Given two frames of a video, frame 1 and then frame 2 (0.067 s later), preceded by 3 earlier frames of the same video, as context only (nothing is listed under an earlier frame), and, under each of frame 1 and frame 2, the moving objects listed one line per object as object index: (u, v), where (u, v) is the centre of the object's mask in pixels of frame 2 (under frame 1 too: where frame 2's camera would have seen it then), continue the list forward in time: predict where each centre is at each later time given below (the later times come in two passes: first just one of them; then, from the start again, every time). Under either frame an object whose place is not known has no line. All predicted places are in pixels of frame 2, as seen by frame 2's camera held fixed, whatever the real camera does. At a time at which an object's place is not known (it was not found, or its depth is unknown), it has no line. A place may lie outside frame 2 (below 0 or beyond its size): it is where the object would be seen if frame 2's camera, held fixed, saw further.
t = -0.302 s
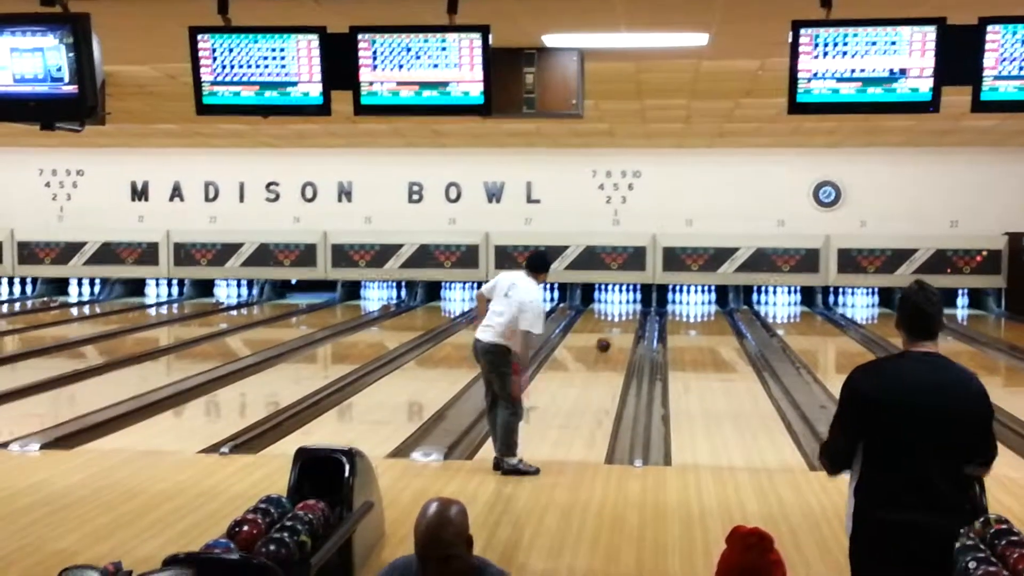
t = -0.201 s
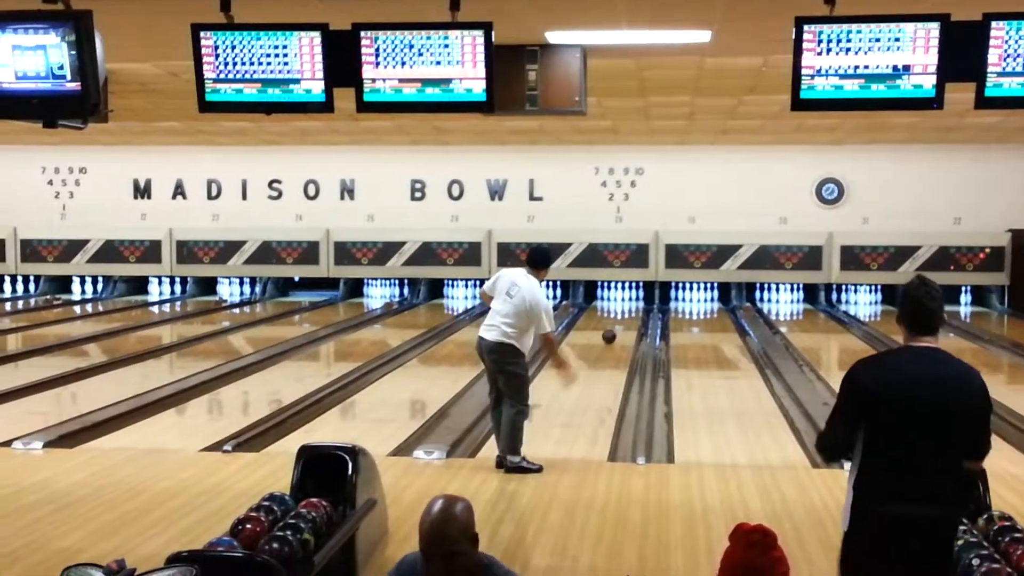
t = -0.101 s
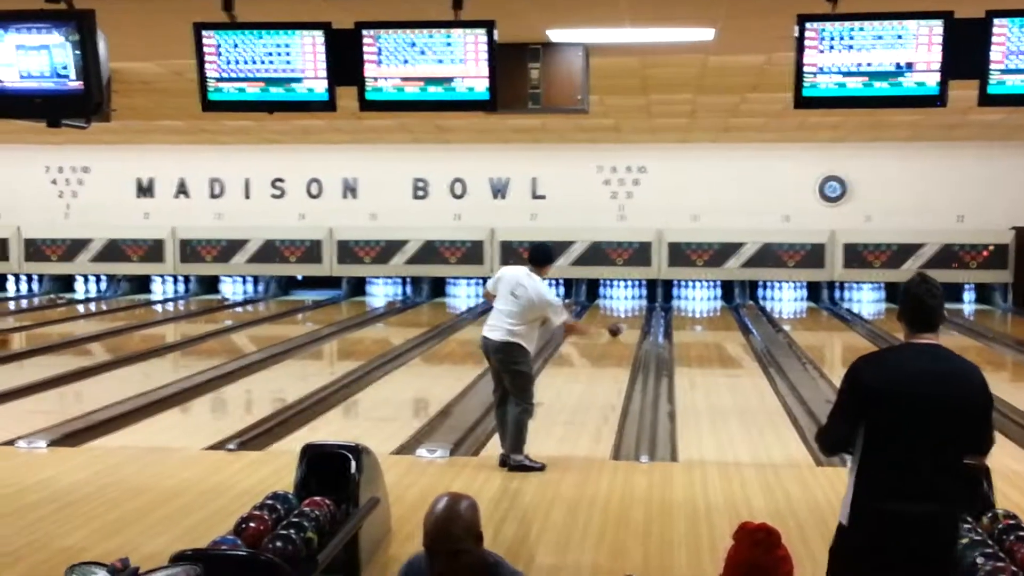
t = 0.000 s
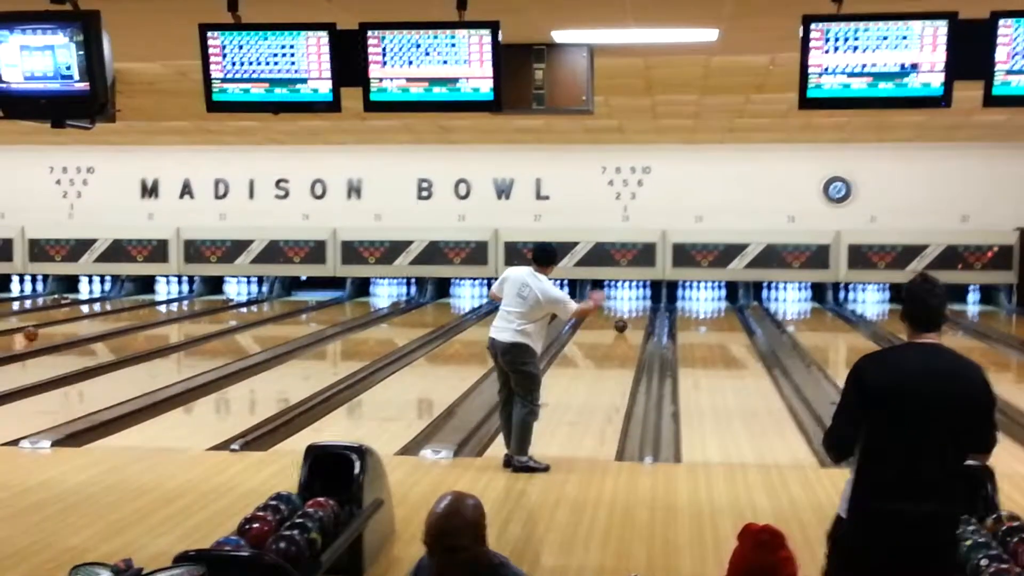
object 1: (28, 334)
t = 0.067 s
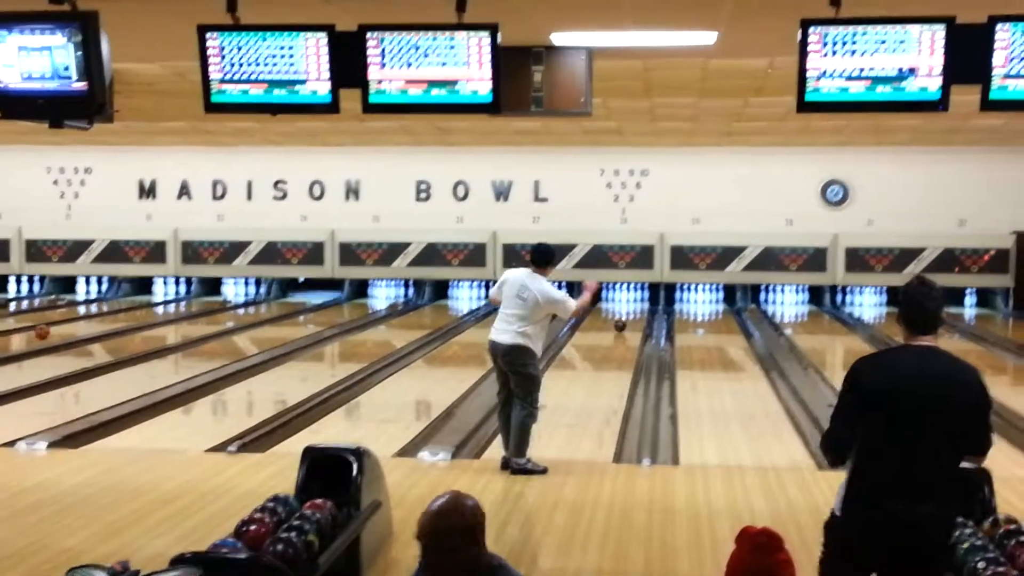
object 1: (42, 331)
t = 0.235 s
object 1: (76, 324)
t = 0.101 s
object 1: (49, 330)
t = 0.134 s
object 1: (56, 328)
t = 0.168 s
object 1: (63, 326)
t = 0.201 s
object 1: (69, 325)
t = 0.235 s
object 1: (76, 324)
